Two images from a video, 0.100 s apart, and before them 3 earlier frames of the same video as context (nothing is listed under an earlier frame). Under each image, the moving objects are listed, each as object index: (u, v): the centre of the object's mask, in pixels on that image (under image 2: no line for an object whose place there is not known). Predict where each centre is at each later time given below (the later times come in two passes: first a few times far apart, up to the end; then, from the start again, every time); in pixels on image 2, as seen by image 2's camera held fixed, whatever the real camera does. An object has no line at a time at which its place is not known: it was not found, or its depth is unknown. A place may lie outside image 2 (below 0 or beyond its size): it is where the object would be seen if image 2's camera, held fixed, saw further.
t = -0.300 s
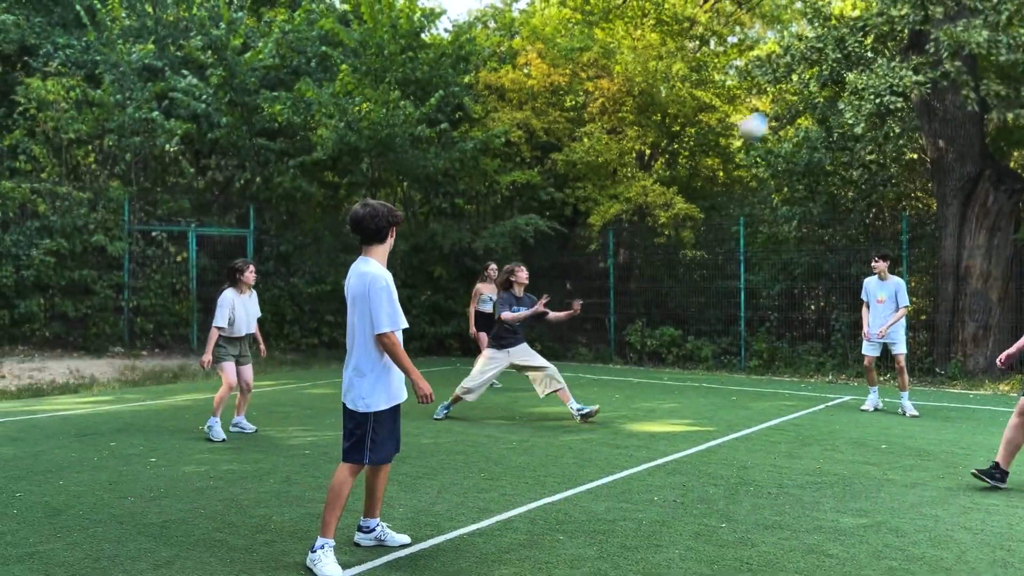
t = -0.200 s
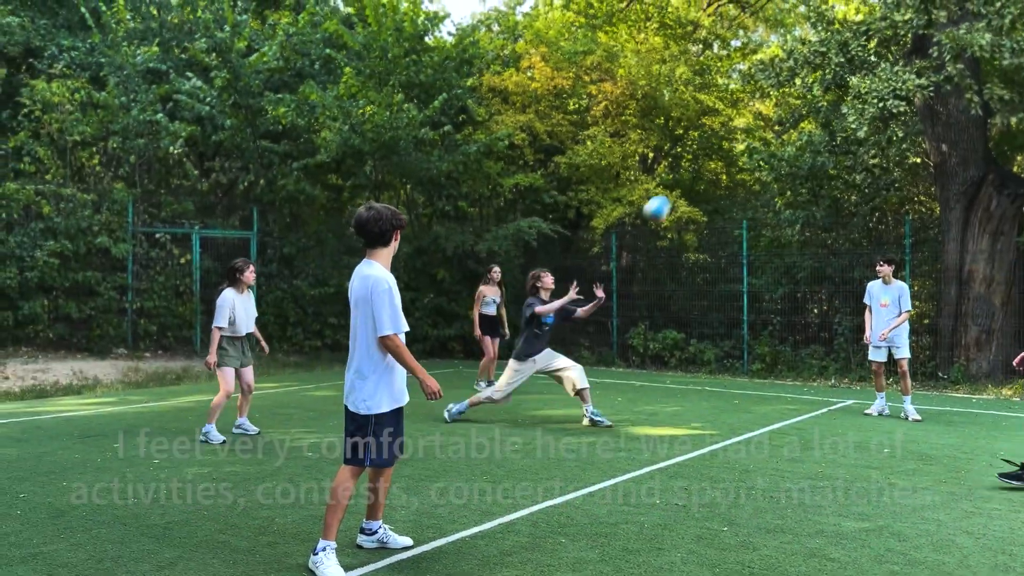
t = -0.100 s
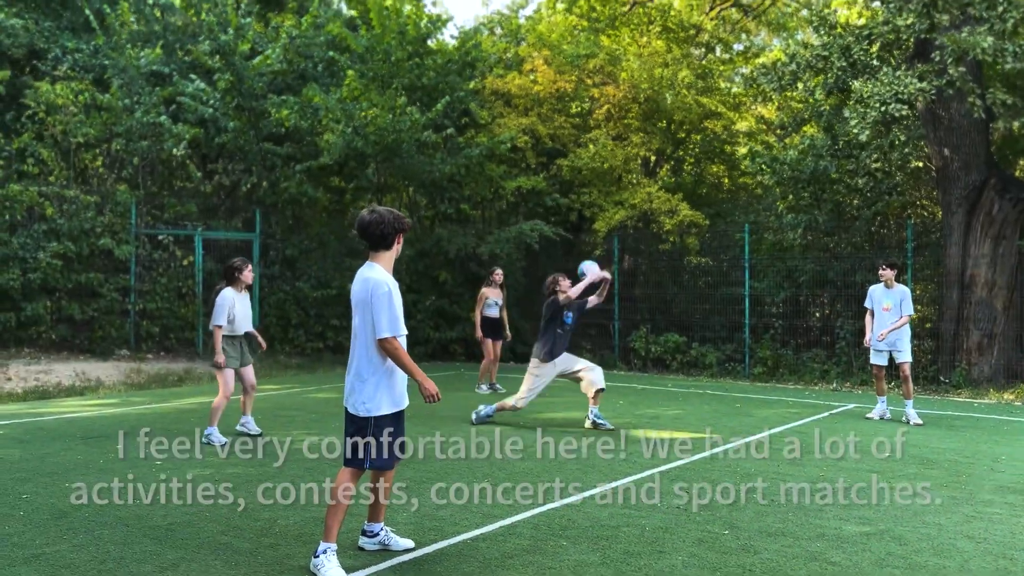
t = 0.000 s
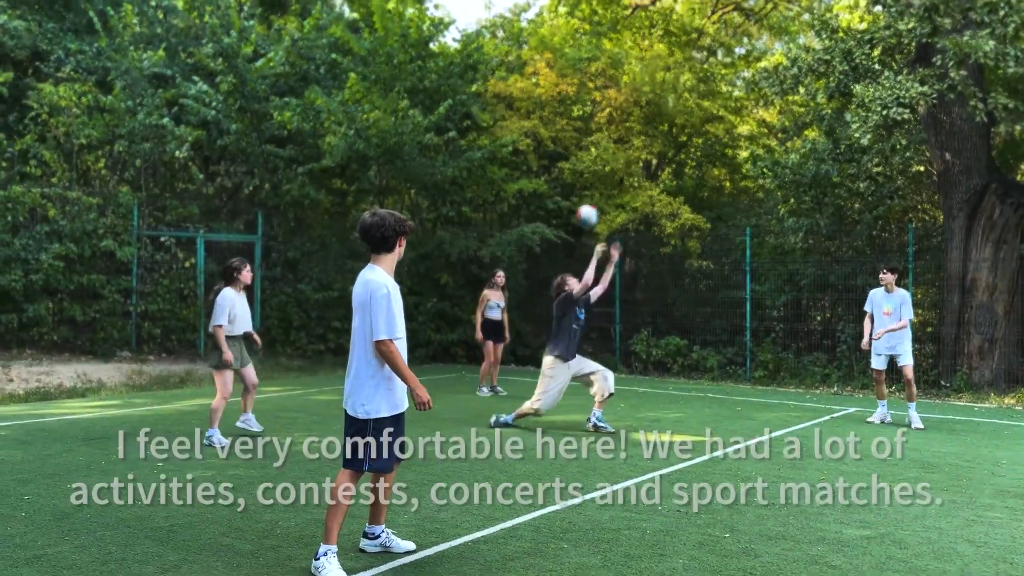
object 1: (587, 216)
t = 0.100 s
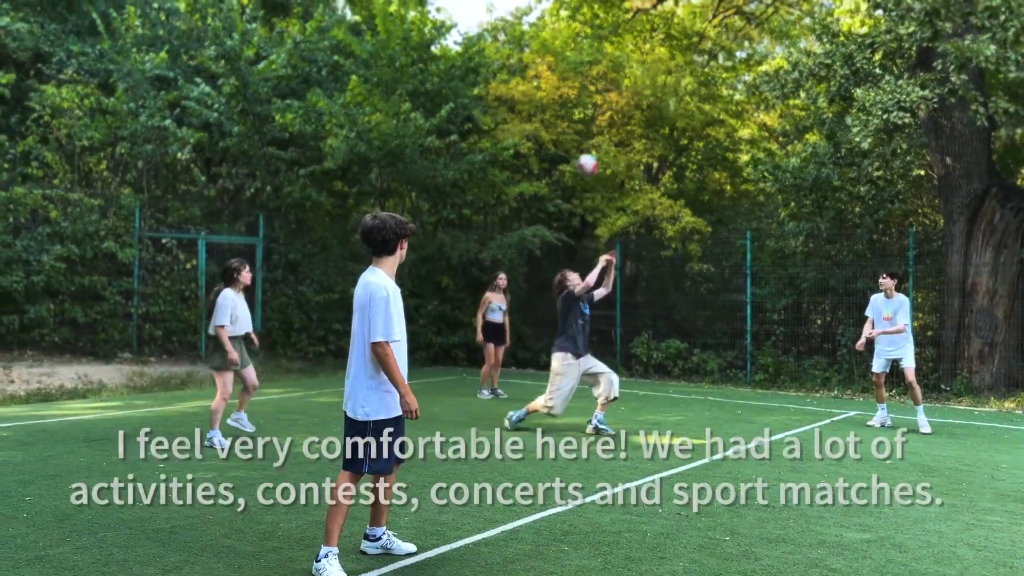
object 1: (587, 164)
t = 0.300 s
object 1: (584, 93)
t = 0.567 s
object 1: (576, 64)
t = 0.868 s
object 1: (566, 109)
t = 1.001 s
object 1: (561, 153)
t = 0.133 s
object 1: (586, 149)
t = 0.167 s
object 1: (586, 136)
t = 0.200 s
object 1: (585, 125)
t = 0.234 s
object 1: (585, 113)
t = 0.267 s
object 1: (585, 102)
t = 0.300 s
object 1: (584, 93)
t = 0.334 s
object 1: (582, 85)
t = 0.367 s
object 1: (581, 79)
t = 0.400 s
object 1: (581, 74)
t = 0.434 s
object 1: (580, 70)
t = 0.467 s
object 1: (579, 67)
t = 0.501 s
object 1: (578, 65)
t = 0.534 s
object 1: (577, 64)
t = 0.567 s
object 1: (576, 64)
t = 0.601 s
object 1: (574, 65)
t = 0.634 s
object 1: (573, 67)
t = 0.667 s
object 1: (573, 71)
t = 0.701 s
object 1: (571, 75)
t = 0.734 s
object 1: (570, 79)
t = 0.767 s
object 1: (569, 85)
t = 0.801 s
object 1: (568, 92)
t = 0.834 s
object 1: (565, 101)
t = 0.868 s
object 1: (566, 109)
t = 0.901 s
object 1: (564, 119)
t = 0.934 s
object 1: (564, 129)
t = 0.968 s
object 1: (562, 141)
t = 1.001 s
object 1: (561, 153)
